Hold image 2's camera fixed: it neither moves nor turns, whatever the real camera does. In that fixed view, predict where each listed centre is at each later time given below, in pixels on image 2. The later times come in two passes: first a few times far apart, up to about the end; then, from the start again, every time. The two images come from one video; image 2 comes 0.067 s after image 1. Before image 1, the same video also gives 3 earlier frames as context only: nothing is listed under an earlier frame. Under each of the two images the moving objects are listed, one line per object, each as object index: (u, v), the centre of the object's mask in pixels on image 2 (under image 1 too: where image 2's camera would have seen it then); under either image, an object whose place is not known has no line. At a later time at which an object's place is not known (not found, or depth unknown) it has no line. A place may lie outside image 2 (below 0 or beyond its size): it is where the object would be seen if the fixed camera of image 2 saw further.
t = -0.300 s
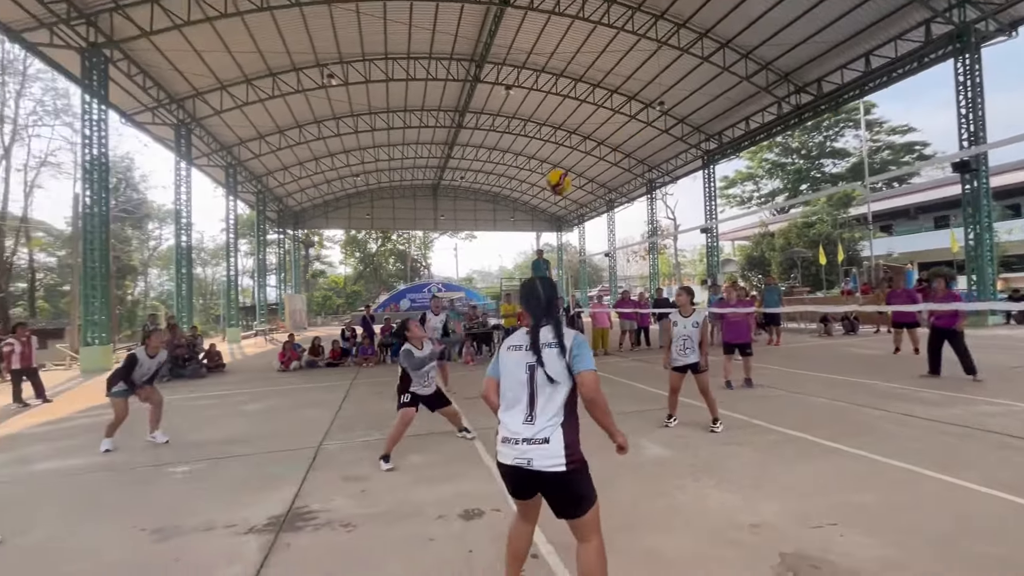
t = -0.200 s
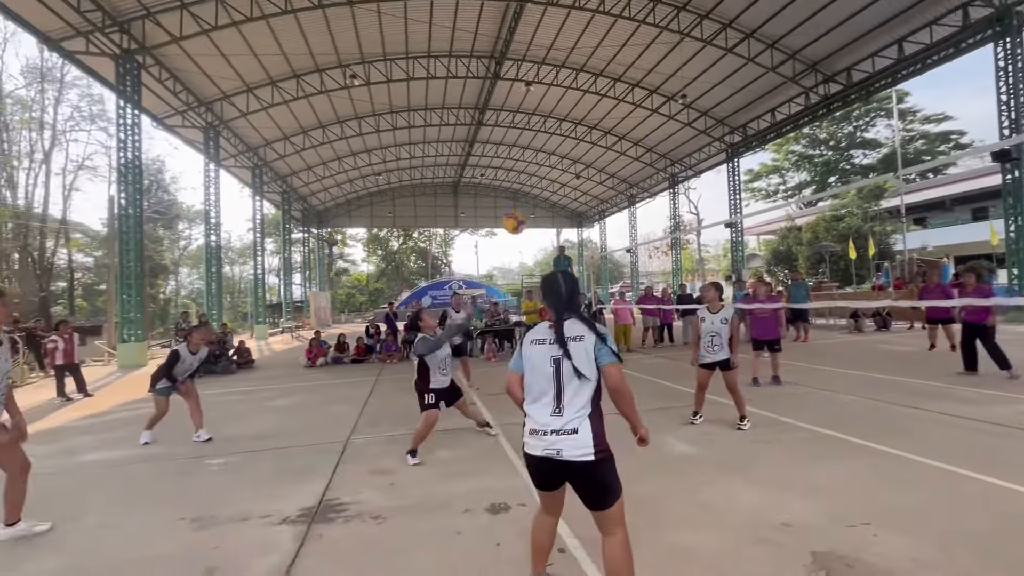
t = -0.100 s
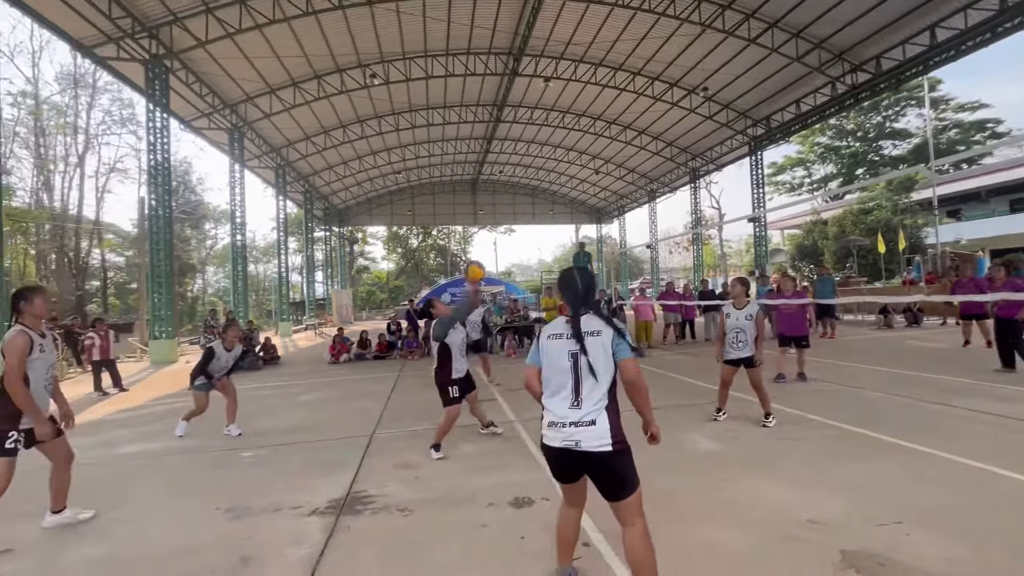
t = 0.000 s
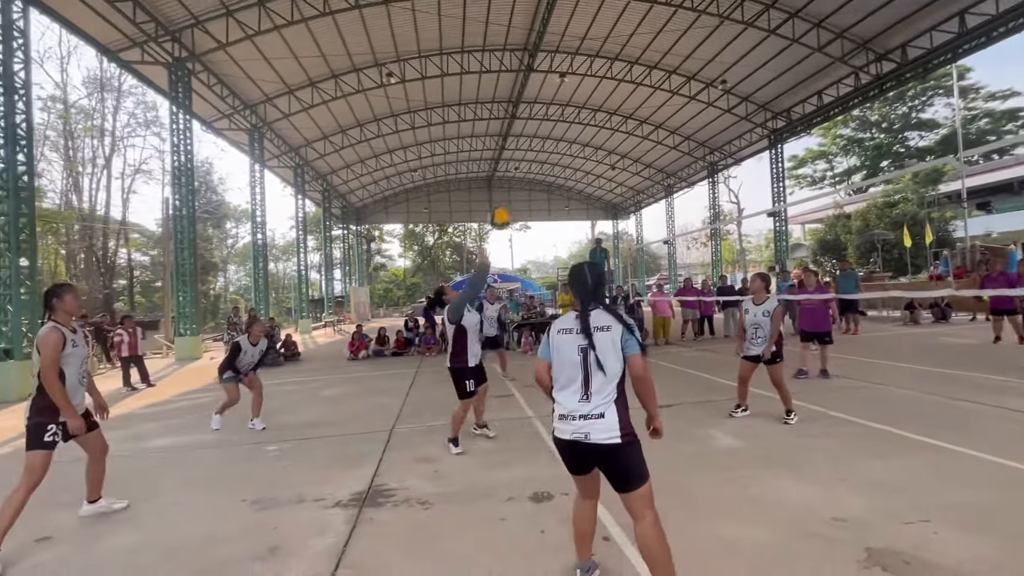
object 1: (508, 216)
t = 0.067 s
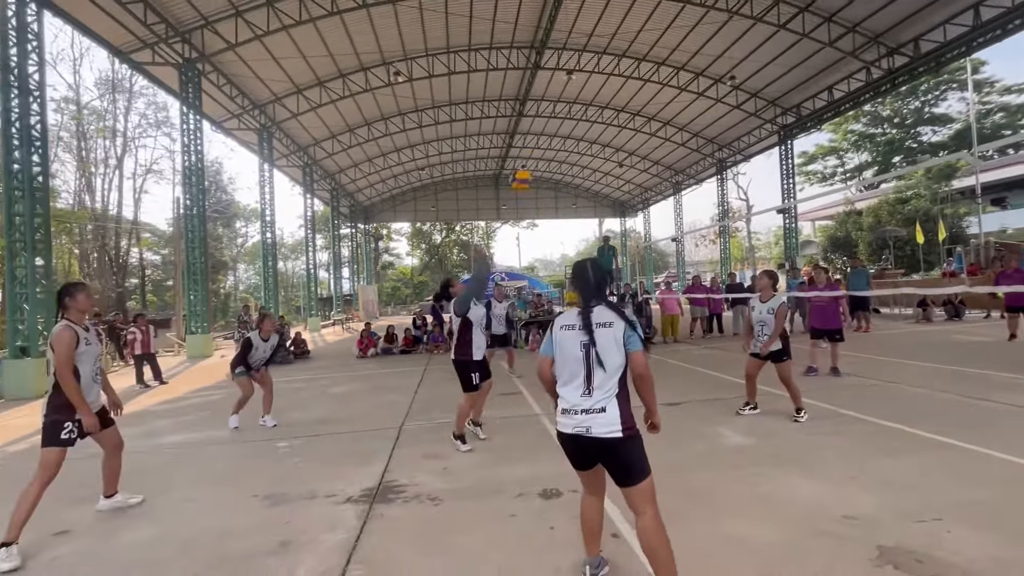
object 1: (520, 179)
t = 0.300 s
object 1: (567, 91)
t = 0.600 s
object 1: (624, 64)
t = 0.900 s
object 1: (682, 127)
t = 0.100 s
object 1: (528, 164)
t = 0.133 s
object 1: (534, 148)
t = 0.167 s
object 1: (540, 135)
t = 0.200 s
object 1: (547, 123)
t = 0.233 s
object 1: (554, 111)
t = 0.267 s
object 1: (561, 100)
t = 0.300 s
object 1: (567, 91)
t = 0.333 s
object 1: (573, 84)
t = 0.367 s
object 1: (579, 78)
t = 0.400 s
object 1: (586, 72)
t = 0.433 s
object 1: (593, 69)
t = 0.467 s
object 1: (599, 66)
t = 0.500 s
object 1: (605, 63)
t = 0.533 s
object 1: (610, 62)
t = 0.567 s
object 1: (617, 63)
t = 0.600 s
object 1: (624, 64)
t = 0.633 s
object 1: (630, 67)
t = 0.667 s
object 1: (636, 71)
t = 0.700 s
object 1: (643, 75)
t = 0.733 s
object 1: (649, 82)
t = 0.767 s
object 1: (656, 89)
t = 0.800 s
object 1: (662, 97)
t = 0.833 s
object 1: (669, 106)
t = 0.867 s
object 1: (675, 116)
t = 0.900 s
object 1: (682, 127)
